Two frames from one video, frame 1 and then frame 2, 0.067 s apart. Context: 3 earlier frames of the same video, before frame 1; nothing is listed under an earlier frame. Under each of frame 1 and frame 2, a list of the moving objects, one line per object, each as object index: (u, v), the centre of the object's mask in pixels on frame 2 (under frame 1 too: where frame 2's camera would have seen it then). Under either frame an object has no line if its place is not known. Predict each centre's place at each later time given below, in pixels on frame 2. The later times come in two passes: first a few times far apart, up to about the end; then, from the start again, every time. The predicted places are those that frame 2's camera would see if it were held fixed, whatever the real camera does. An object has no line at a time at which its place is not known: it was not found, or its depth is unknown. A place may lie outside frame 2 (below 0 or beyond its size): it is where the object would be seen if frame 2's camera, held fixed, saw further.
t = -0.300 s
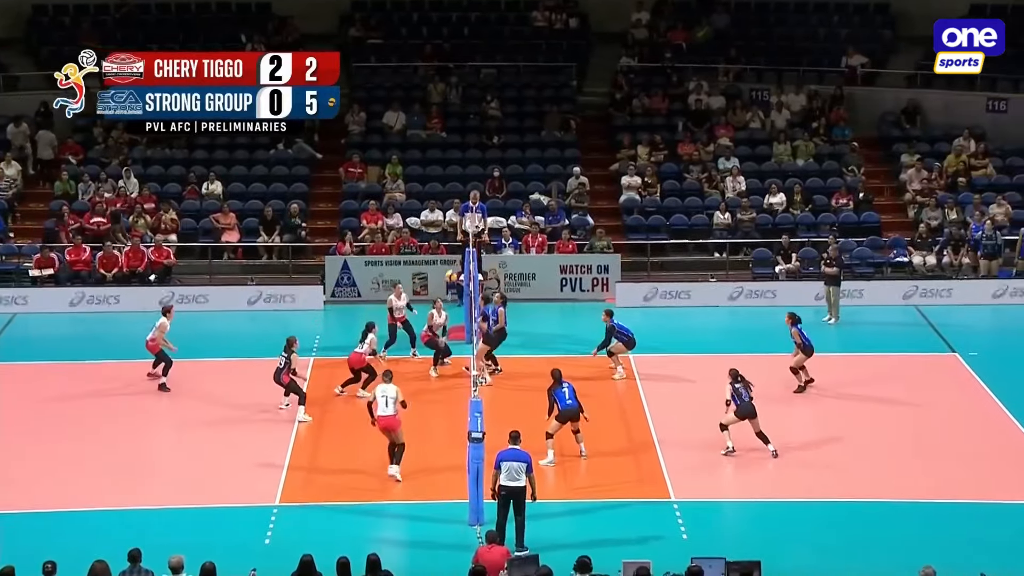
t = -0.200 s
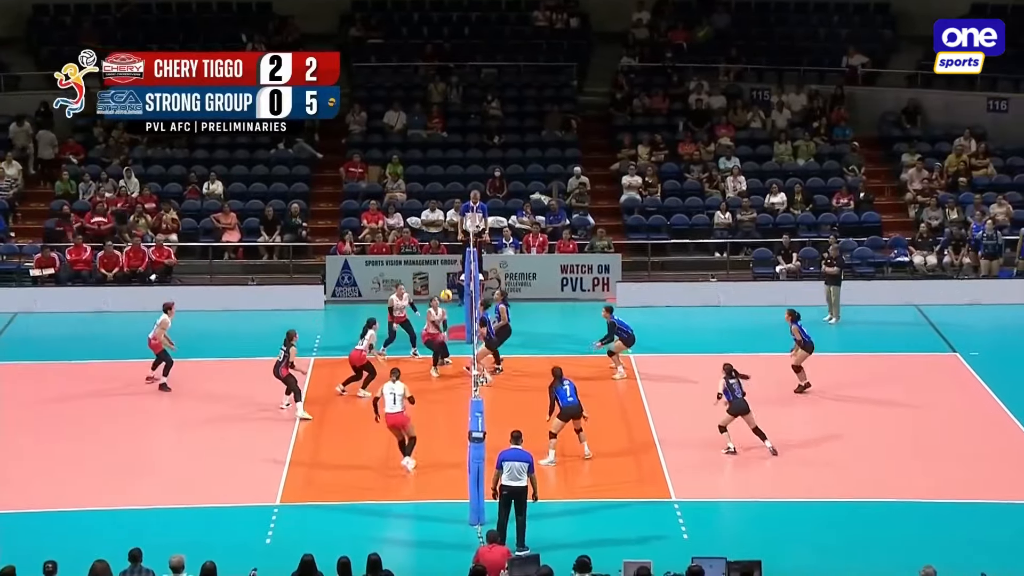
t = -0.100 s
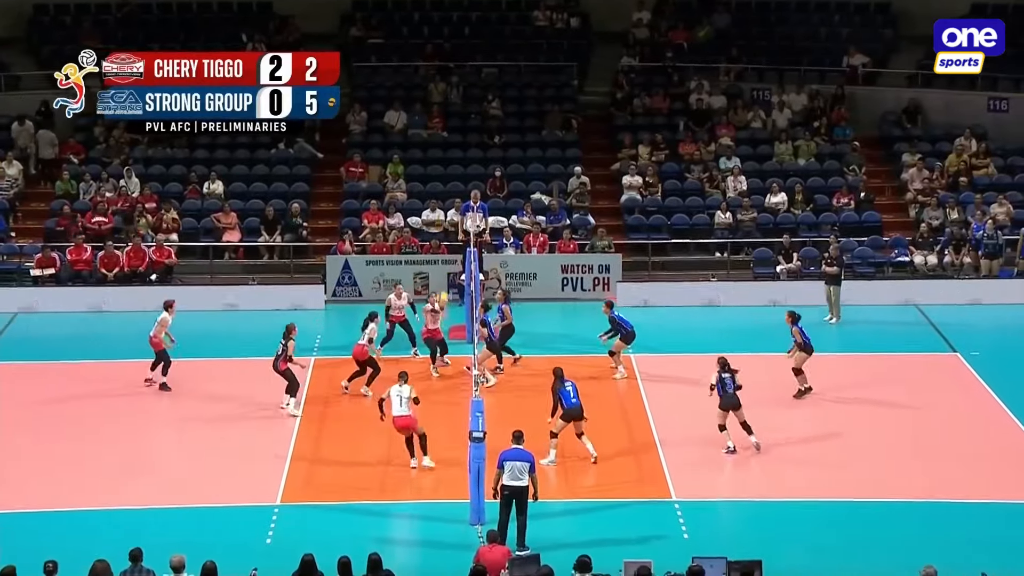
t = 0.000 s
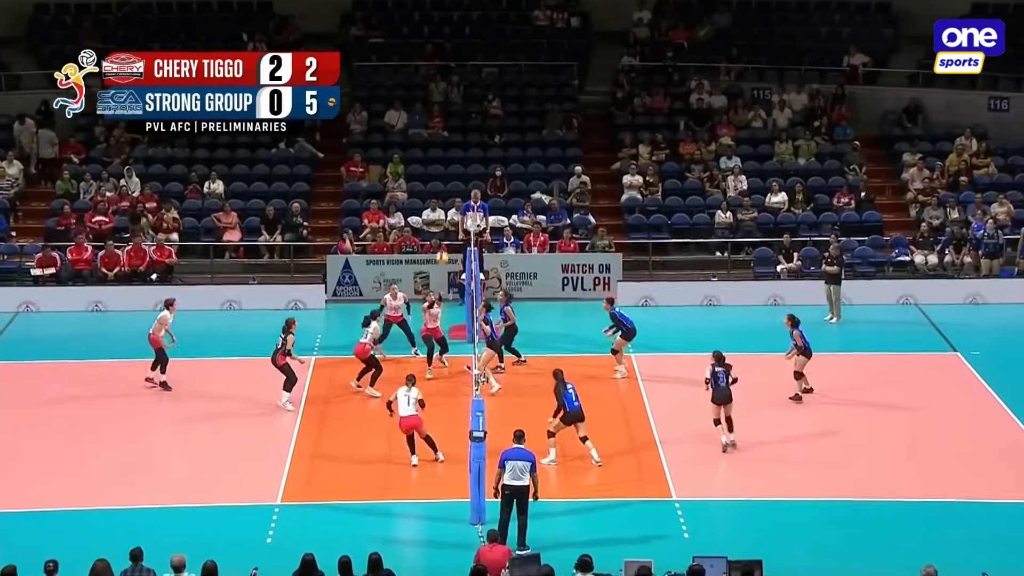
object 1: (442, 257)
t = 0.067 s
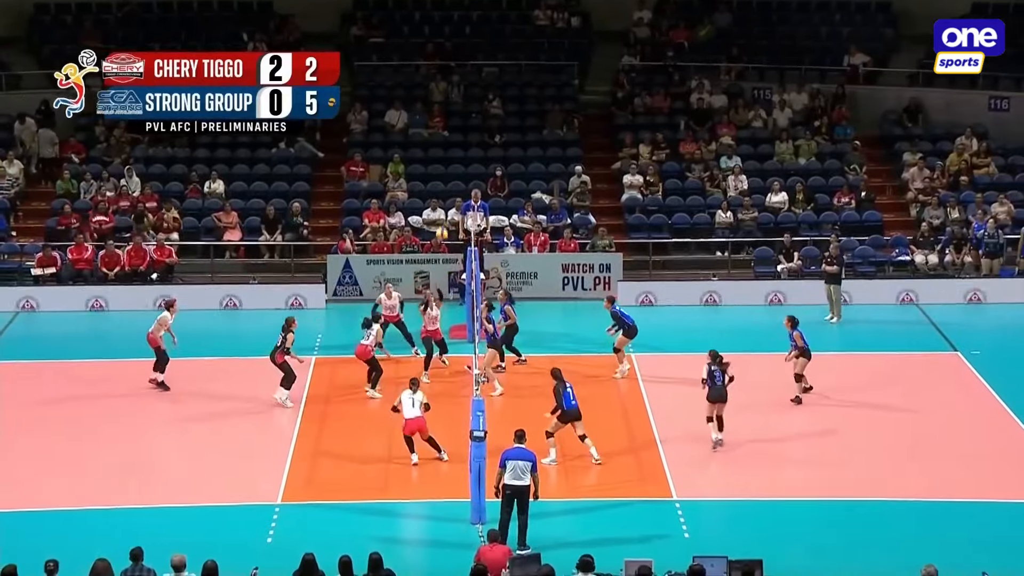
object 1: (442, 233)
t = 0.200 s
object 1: (440, 194)
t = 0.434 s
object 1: (438, 148)
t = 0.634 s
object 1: (436, 134)
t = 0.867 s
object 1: (435, 145)
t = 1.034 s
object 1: (433, 172)
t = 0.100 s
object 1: (441, 223)
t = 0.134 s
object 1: (441, 212)
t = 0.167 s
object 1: (441, 202)
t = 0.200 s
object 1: (440, 194)
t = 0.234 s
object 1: (440, 185)
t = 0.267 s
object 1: (440, 178)
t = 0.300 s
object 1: (440, 171)
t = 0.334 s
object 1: (439, 164)
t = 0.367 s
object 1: (438, 158)
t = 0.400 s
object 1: (438, 153)
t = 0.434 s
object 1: (438, 148)
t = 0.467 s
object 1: (438, 144)
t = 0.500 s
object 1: (437, 140)
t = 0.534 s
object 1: (437, 138)
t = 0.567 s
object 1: (437, 137)
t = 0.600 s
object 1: (436, 135)
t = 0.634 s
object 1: (436, 134)
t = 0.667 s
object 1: (436, 134)
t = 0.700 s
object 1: (436, 134)
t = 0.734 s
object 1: (435, 135)
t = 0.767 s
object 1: (435, 137)
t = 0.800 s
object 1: (435, 139)
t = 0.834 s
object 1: (435, 142)
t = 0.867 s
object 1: (435, 145)
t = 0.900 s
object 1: (434, 150)
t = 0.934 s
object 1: (434, 154)
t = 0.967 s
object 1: (434, 159)
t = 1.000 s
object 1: (434, 166)
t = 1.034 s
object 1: (433, 172)
